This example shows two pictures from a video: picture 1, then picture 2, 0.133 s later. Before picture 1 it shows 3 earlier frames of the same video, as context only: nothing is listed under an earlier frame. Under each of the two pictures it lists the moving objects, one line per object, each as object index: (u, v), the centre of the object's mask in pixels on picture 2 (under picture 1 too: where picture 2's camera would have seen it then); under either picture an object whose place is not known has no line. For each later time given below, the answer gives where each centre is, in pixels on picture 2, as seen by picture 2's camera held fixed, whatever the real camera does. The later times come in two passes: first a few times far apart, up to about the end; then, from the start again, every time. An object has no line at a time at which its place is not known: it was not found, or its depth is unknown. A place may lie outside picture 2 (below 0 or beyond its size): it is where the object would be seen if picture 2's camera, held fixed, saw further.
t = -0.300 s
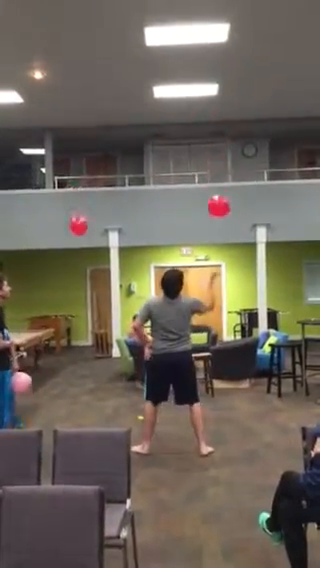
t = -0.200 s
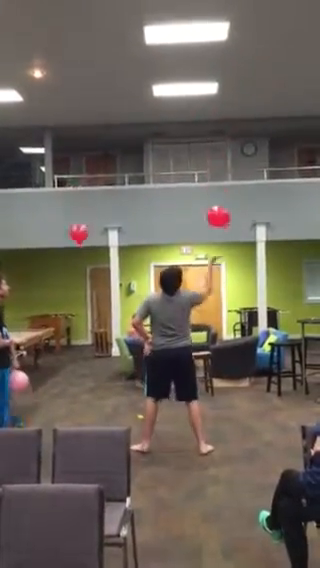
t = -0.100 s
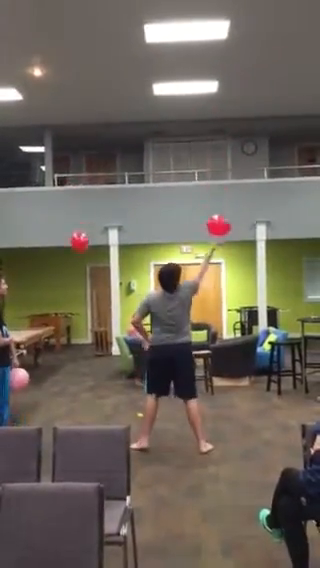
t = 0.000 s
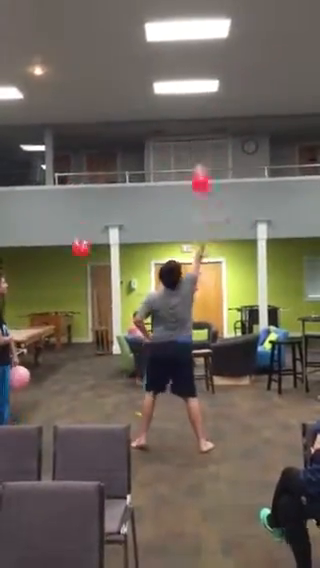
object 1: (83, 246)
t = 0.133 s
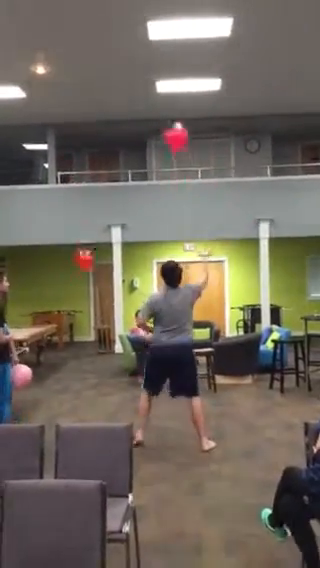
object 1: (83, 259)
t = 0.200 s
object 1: (85, 266)
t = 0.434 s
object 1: (88, 284)
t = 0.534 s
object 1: (89, 294)
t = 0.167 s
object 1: (85, 261)
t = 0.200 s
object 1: (85, 266)
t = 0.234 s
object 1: (84, 268)
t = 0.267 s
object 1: (85, 270)
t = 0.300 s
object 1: (86, 274)
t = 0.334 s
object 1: (87, 276)
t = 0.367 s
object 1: (87, 279)
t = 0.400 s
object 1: (87, 282)
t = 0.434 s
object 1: (88, 284)
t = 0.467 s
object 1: (89, 287)
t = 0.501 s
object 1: (89, 290)
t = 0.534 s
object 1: (89, 294)
